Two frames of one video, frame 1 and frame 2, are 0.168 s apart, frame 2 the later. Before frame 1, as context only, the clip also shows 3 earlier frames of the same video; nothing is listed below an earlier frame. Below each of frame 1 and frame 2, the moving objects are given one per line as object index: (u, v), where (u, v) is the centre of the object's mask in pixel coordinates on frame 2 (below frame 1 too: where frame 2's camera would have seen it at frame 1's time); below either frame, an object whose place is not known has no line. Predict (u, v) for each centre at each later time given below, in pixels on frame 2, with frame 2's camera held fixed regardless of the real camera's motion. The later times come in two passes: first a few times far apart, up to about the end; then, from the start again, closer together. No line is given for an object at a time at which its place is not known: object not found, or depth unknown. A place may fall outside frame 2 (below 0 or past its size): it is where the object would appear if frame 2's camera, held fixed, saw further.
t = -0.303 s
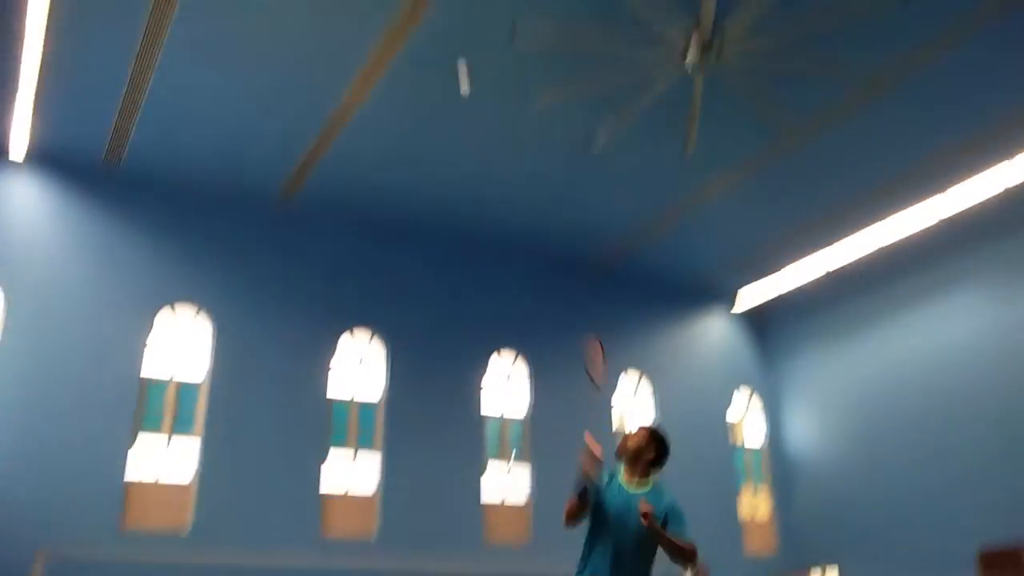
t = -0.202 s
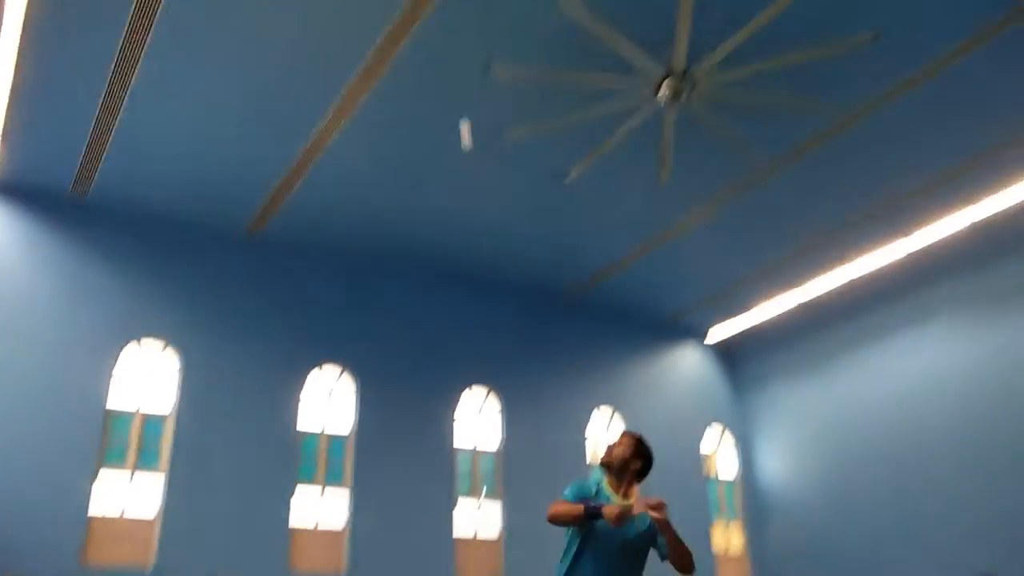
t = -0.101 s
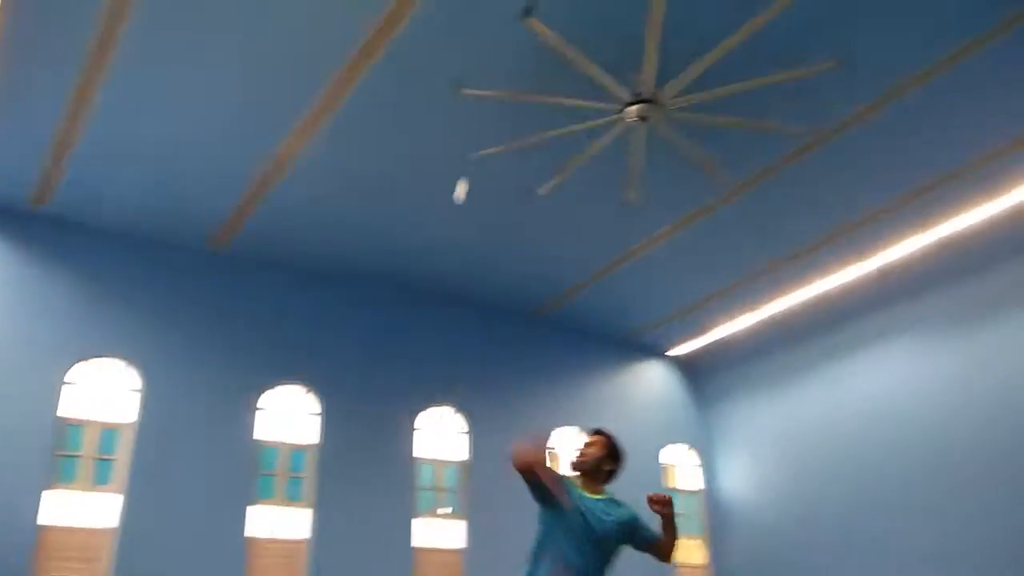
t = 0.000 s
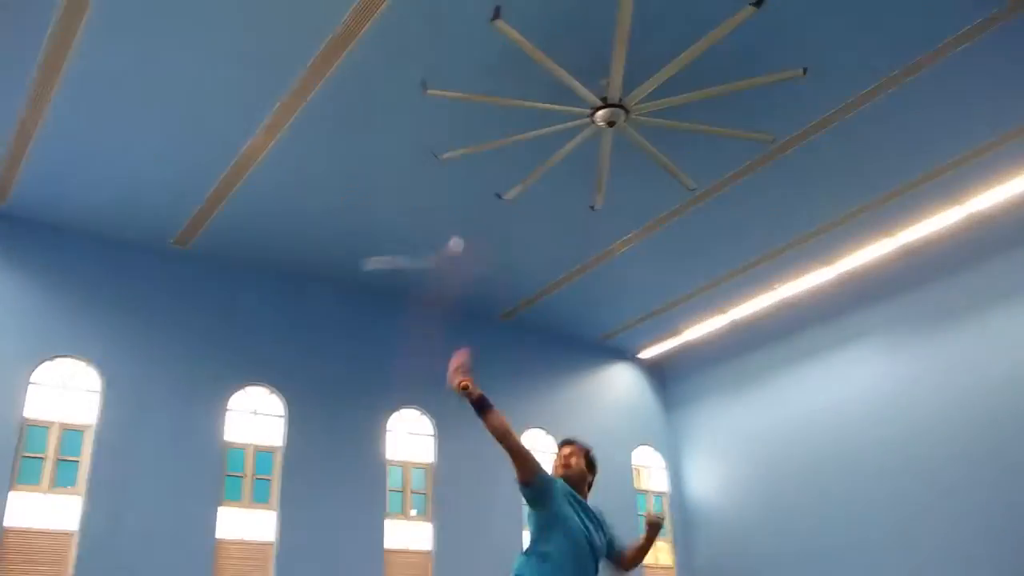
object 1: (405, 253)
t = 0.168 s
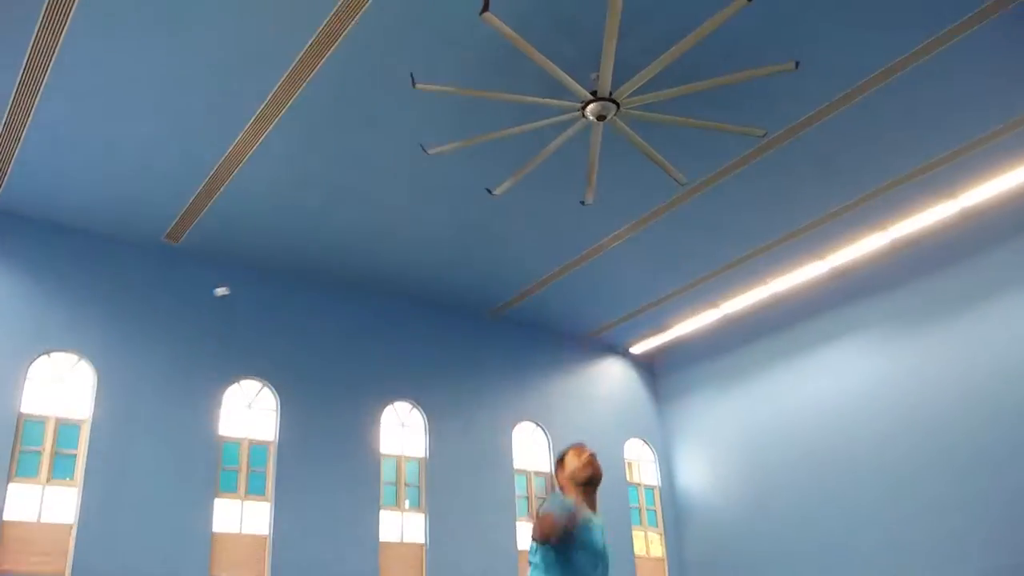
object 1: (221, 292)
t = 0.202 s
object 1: (209, 297)
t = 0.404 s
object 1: (170, 327)
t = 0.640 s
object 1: (148, 382)
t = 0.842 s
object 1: (134, 441)
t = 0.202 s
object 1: (209, 297)
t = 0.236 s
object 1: (201, 303)
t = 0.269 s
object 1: (193, 309)
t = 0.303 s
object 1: (186, 315)
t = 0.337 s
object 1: (180, 320)
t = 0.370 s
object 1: (174, 325)
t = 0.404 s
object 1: (170, 327)
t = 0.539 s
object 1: (155, 356)
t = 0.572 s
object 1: (153, 365)
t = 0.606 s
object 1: (150, 373)
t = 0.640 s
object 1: (148, 382)
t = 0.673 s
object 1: (146, 391)
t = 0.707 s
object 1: (144, 400)
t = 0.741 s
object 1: (141, 410)
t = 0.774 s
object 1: (138, 421)
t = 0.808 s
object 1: (136, 430)
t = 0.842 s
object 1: (134, 441)
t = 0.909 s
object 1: (131, 462)
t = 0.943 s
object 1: (129, 474)
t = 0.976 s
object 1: (127, 486)
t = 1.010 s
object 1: (125, 498)
